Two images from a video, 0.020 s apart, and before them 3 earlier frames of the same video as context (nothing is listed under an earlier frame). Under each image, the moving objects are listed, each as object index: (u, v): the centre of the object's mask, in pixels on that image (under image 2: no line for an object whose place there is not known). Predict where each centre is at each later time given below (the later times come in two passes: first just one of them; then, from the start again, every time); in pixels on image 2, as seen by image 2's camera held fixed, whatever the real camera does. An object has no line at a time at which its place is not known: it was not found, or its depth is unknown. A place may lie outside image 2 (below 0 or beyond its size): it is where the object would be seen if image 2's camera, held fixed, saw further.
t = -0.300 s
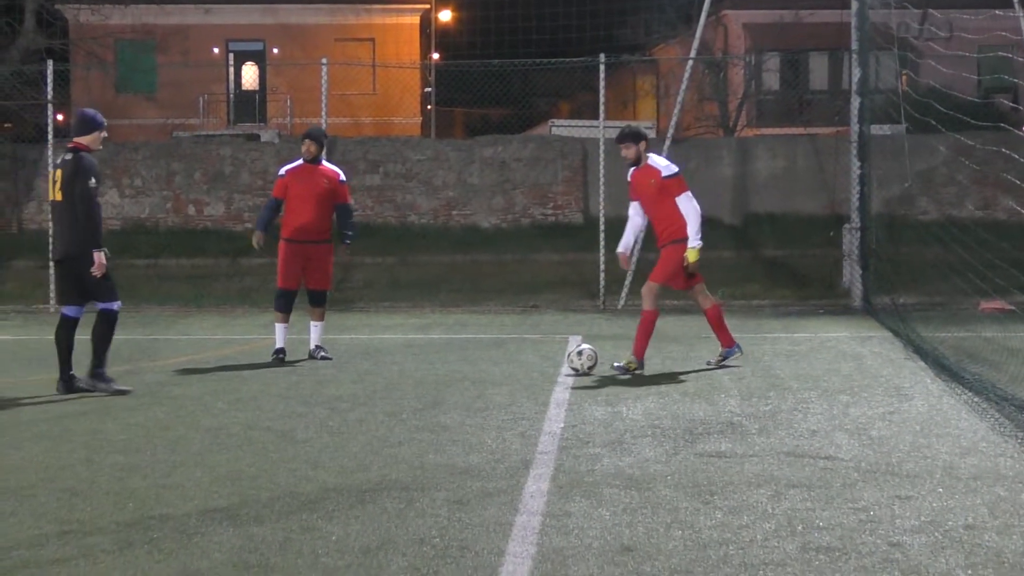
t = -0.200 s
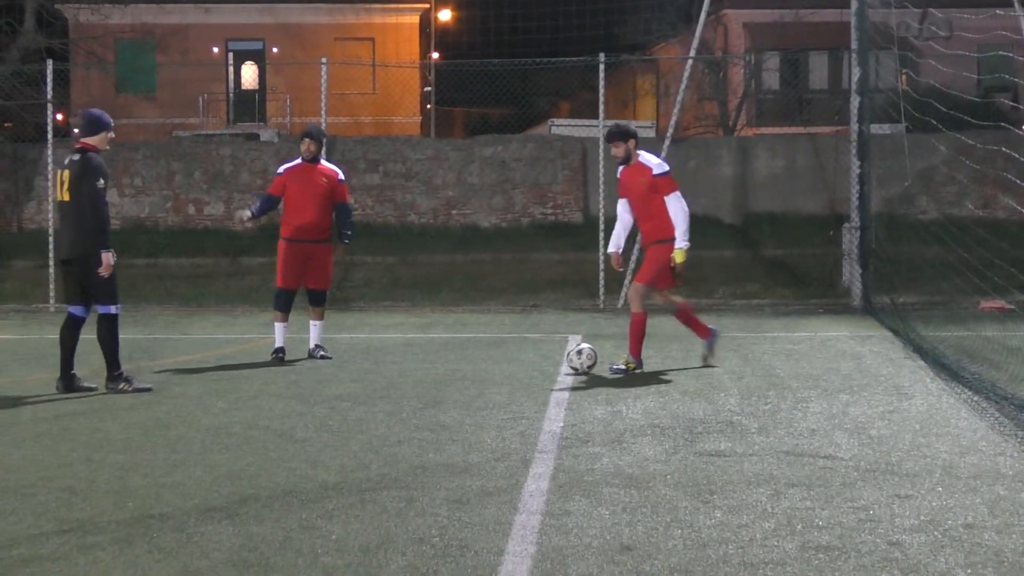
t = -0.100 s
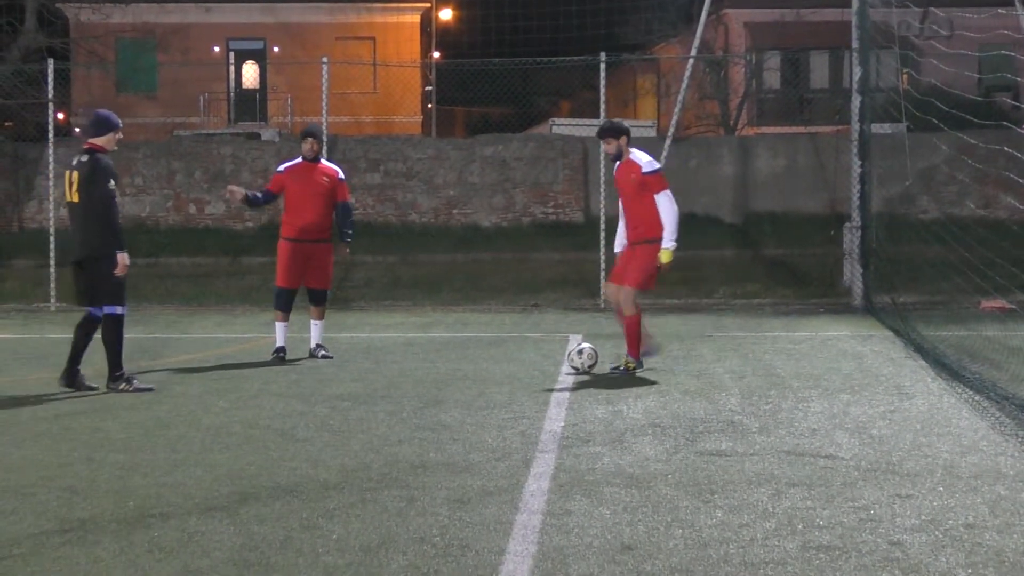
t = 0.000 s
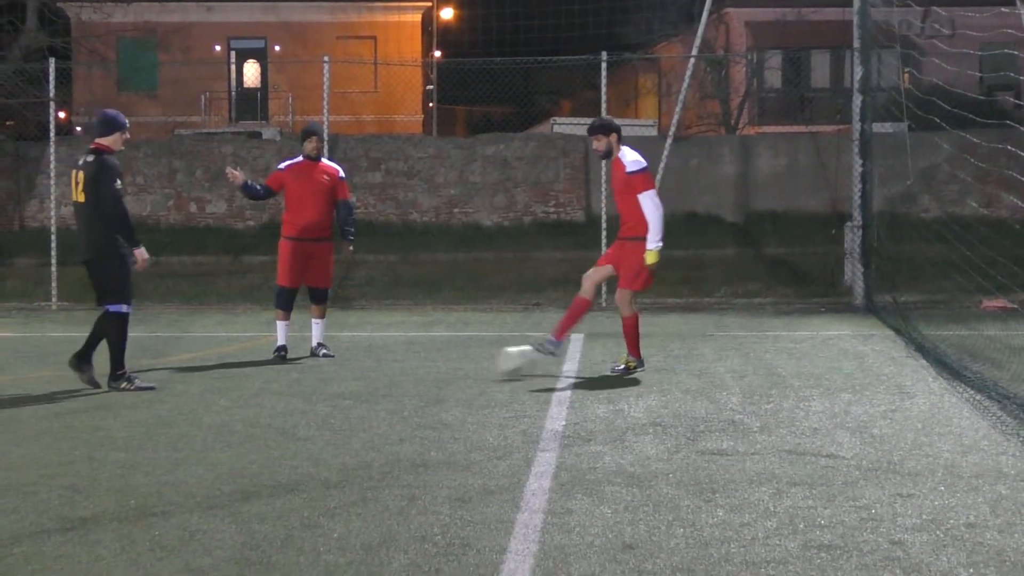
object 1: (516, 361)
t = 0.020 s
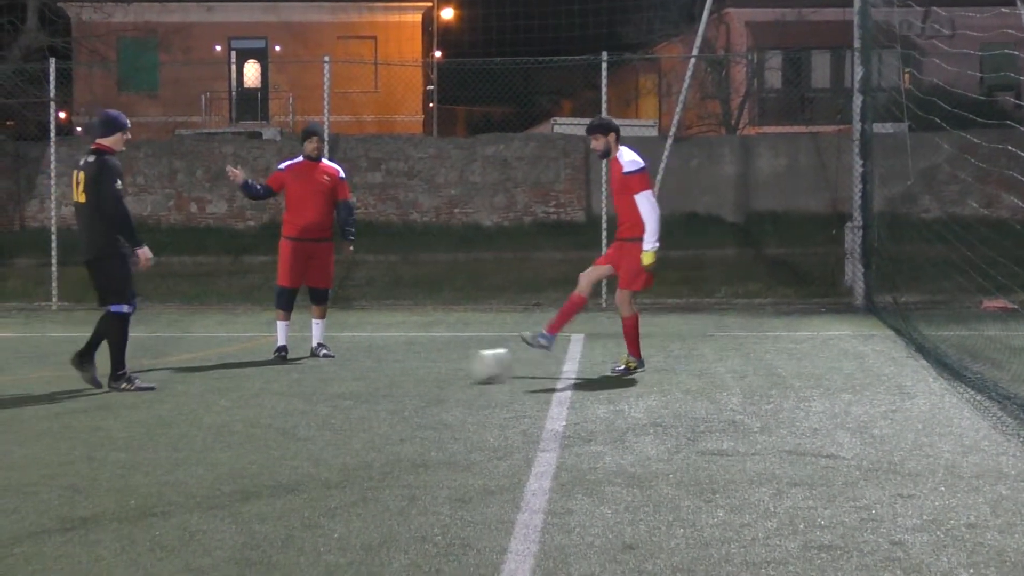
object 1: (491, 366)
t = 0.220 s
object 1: (207, 395)
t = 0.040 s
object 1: (466, 368)
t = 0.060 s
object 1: (437, 369)
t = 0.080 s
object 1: (410, 372)
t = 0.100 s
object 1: (385, 376)
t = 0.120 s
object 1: (356, 379)
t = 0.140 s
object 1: (326, 381)
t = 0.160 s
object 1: (296, 385)
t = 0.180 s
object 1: (269, 389)
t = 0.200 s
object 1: (237, 392)
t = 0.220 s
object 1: (207, 395)
